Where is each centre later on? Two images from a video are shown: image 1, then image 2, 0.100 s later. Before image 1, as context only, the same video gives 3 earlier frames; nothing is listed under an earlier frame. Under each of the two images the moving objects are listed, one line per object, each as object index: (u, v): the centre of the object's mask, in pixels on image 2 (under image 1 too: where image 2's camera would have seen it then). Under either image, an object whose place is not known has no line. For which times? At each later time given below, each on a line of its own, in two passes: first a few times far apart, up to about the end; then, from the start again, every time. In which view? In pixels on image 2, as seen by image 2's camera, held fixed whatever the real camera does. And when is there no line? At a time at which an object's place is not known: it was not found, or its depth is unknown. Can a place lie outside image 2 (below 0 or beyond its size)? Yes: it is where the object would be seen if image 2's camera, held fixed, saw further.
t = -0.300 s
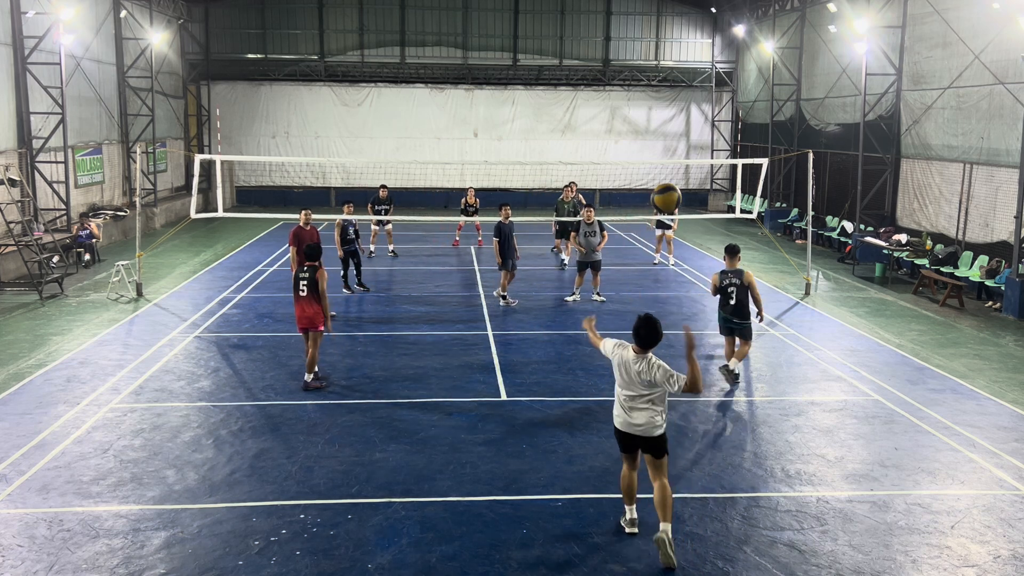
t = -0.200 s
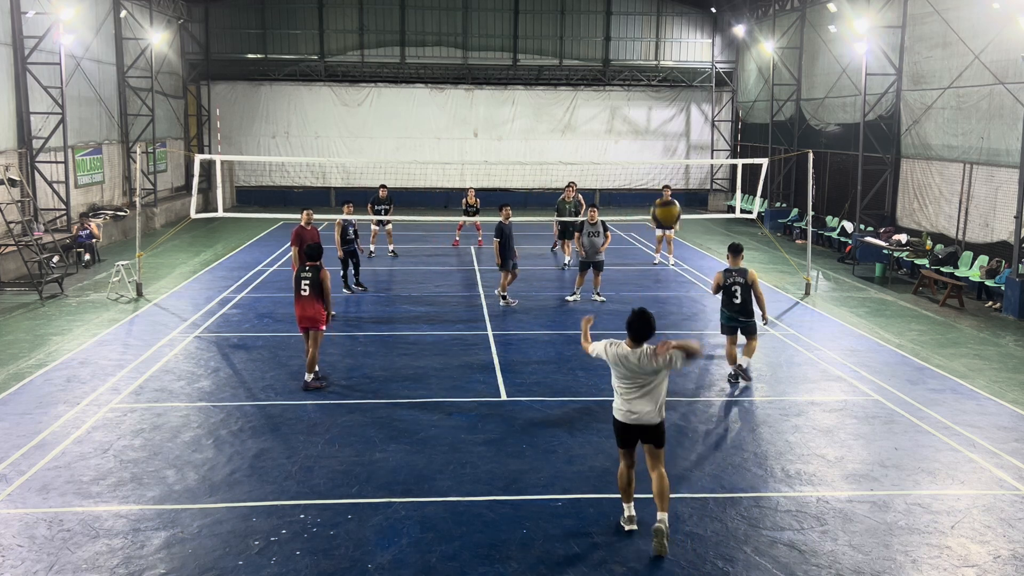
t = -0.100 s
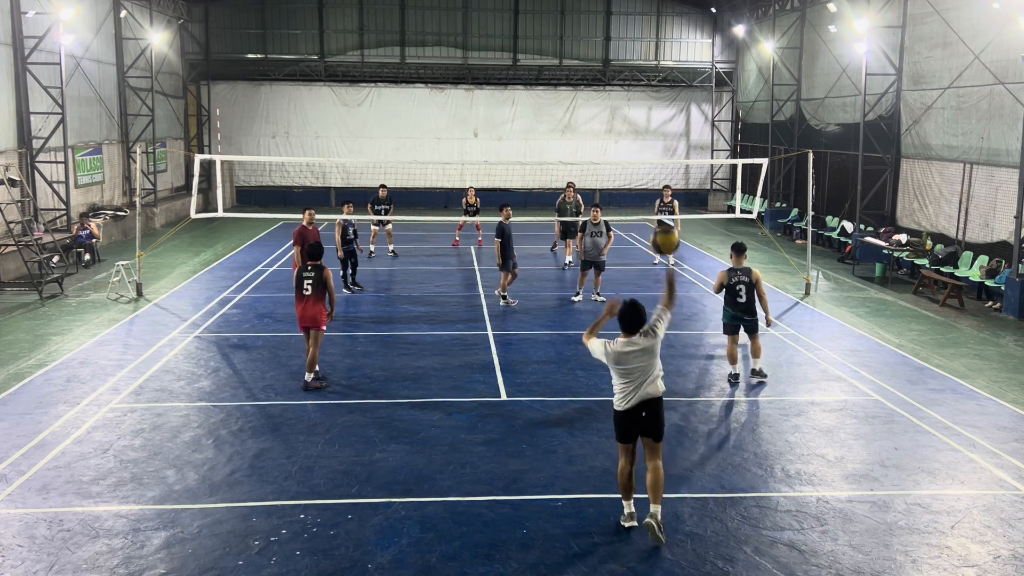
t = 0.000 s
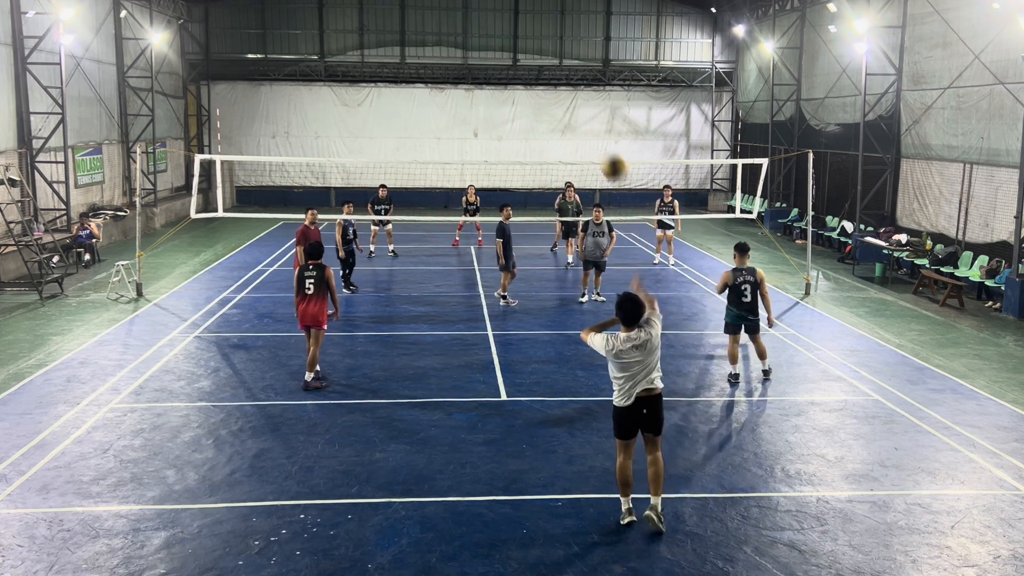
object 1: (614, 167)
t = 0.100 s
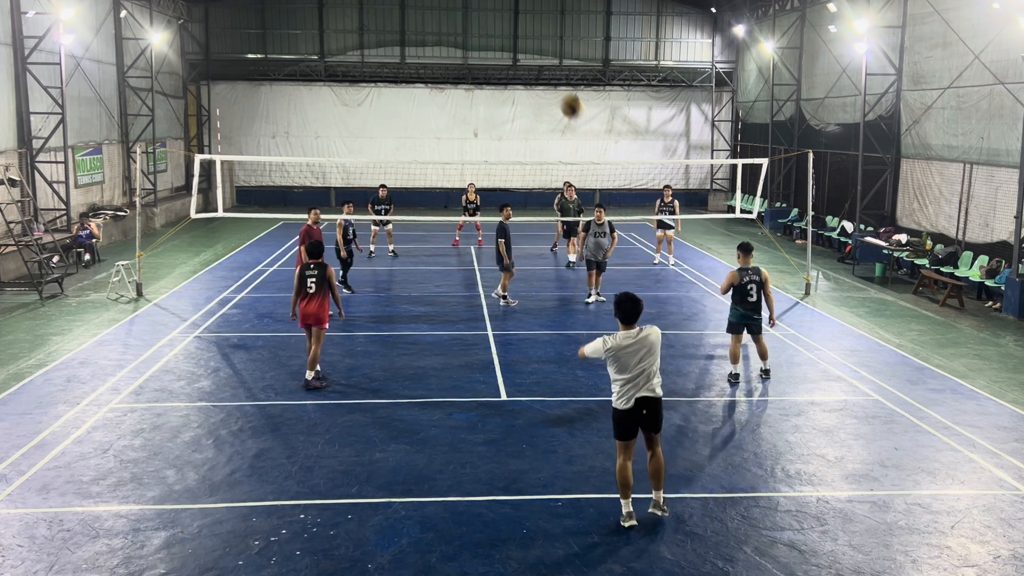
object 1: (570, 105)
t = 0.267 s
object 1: (525, 54)
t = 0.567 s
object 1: (476, 52)
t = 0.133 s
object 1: (559, 89)
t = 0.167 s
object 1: (548, 78)
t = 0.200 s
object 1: (539, 68)
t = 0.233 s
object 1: (533, 60)
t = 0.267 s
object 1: (525, 54)
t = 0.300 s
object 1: (518, 49)
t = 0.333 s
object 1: (513, 46)
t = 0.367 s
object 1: (506, 45)
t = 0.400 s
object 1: (501, 44)
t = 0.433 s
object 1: (495, 43)
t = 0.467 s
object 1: (490, 44)
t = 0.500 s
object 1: (485, 46)
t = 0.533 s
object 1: (481, 48)
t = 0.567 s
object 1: (476, 52)
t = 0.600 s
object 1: (471, 56)
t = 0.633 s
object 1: (468, 59)
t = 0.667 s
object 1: (464, 64)
